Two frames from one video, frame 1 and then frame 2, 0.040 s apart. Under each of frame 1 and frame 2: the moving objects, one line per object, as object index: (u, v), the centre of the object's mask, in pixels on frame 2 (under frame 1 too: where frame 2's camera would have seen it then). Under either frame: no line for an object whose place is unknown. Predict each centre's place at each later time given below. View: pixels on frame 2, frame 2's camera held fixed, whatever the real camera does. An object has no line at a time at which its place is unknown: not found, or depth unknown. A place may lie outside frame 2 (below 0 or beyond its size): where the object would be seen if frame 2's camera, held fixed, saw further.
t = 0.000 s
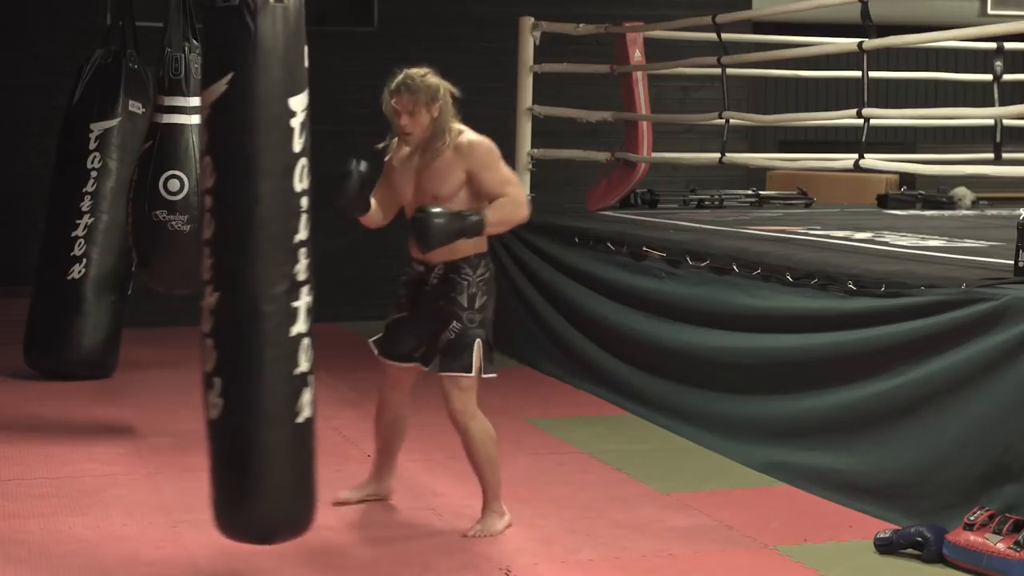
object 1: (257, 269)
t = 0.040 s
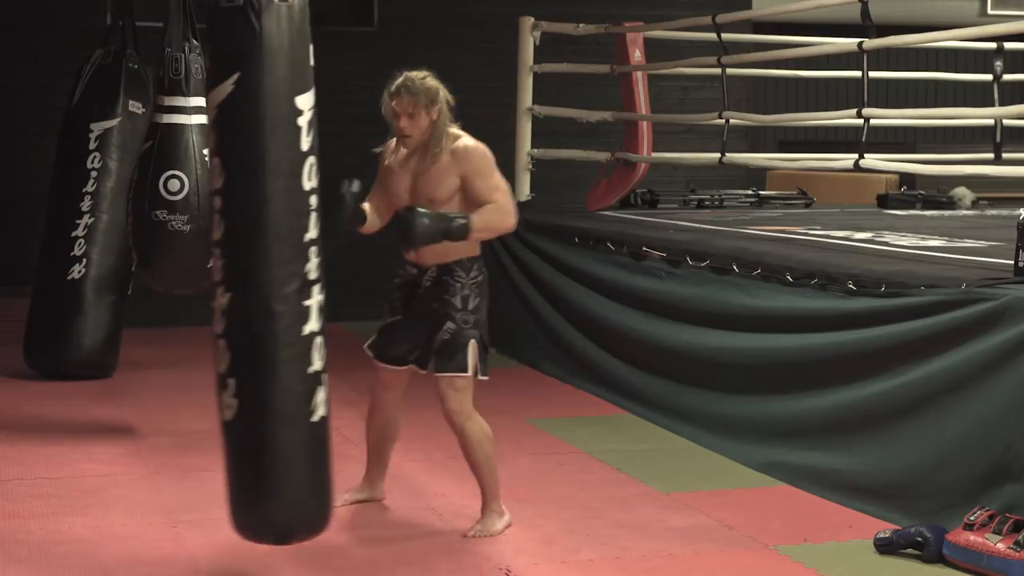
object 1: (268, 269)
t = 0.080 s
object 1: (278, 268)
